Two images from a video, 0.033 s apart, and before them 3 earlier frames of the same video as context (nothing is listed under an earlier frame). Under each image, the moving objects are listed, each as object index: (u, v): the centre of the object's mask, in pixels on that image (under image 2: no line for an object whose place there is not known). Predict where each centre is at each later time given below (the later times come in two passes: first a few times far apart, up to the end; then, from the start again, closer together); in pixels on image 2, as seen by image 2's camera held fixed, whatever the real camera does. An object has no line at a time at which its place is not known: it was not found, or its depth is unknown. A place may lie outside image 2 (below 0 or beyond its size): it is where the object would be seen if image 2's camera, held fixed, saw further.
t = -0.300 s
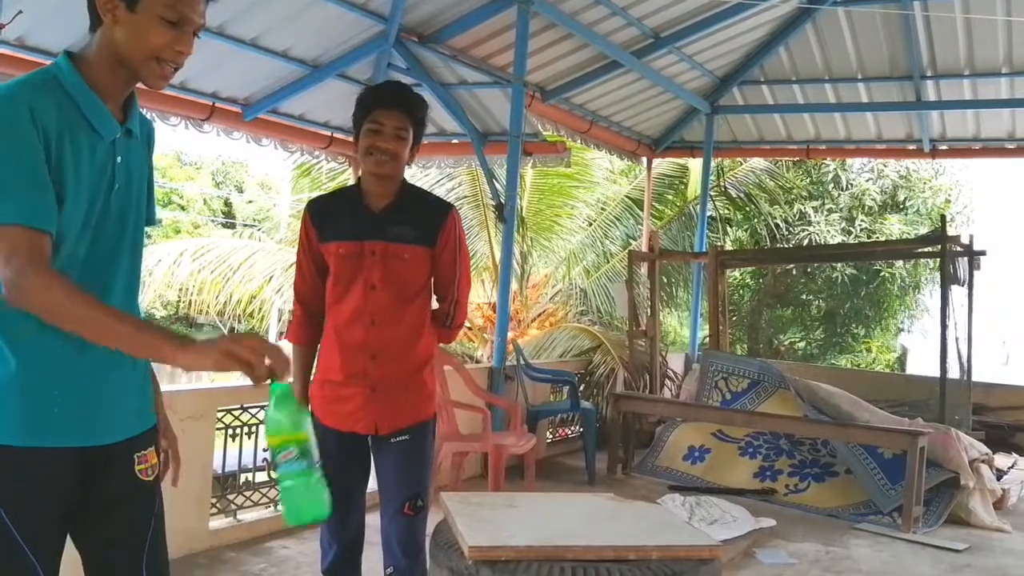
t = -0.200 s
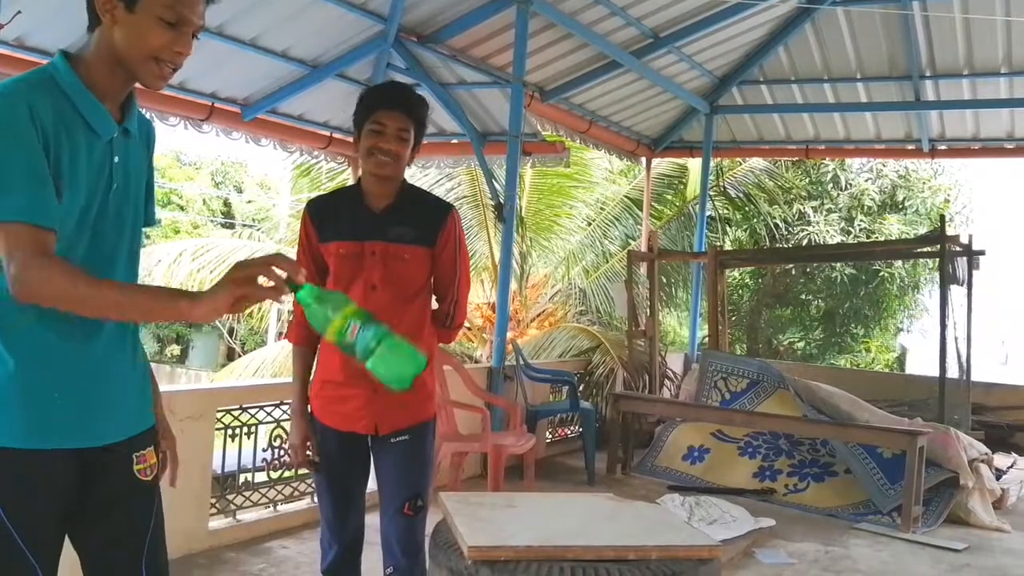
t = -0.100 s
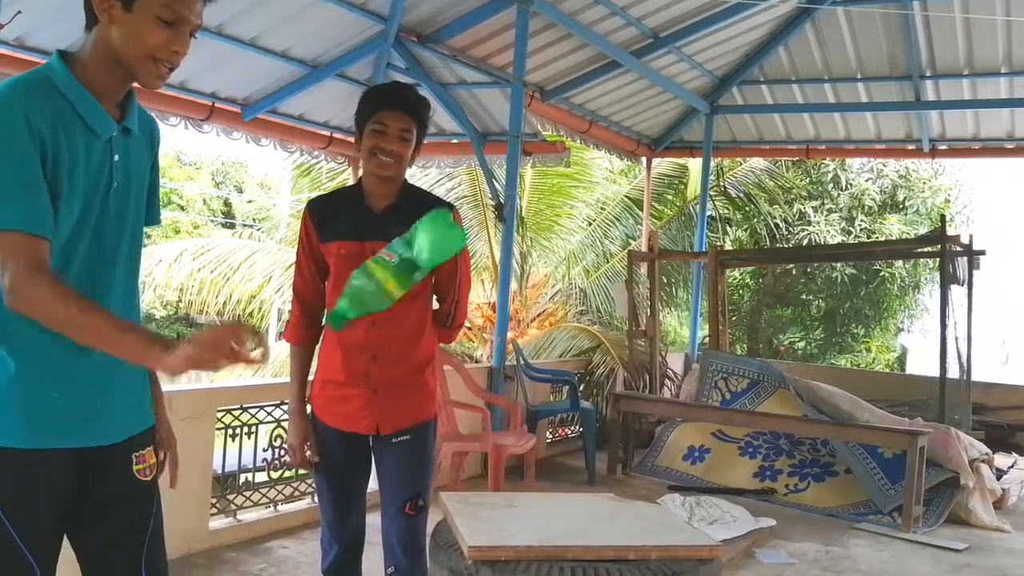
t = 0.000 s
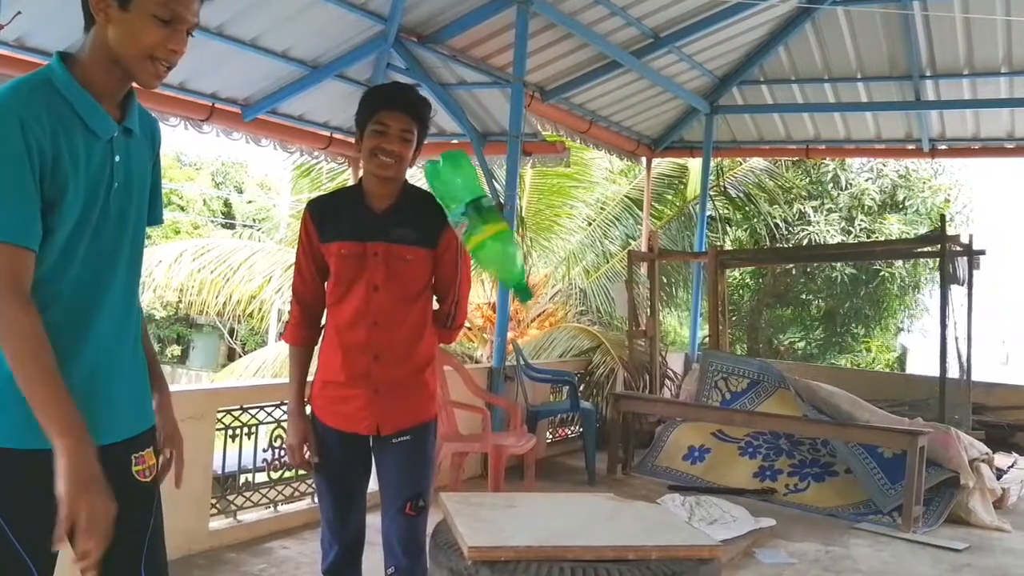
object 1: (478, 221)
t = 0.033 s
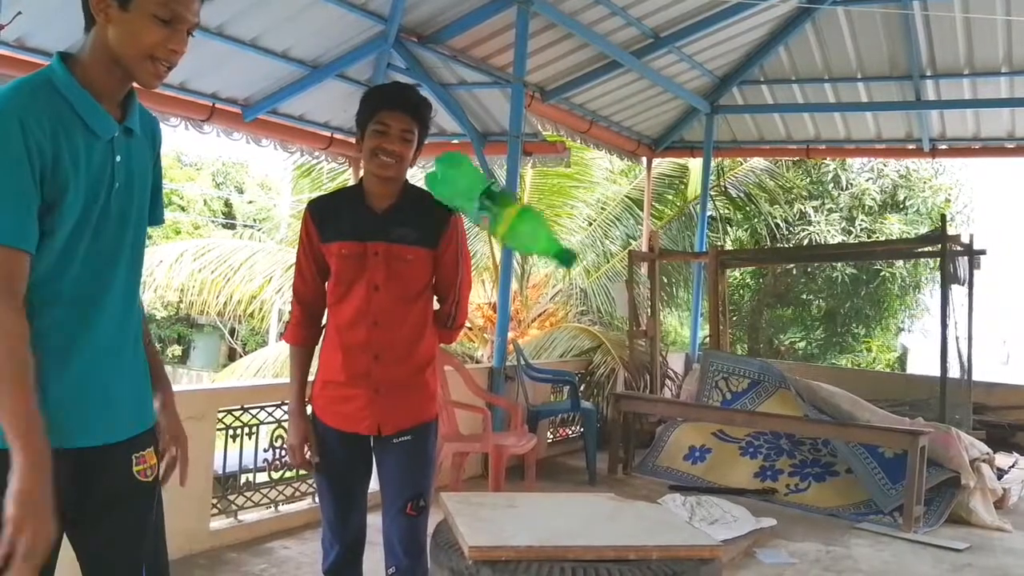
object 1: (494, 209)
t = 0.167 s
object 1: (525, 264)
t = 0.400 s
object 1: (592, 490)
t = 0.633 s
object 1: (603, 499)
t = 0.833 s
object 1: (603, 499)
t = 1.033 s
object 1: (604, 498)
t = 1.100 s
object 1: (604, 498)
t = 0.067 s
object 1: (506, 205)
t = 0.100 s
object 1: (513, 212)
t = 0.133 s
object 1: (518, 232)
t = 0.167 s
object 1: (525, 264)
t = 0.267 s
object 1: (544, 419)
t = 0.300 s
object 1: (555, 444)
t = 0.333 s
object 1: (573, 452)
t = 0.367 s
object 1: (586, 467)
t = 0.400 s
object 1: (592, 490)
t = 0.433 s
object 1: (595, 495)
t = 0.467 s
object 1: (600, 495)
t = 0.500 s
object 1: (604, 500)
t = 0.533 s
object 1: (604, 500)
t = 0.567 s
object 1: (603, 500)
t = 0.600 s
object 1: (603, 499)
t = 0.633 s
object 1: (603, 499)
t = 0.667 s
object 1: (603, 499)
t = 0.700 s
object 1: (604, 499)
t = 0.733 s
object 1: (604, 499)
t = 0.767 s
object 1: (603, 499)
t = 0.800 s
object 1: (603, 499)
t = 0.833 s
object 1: (603, 499)
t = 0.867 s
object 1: (603, 499)
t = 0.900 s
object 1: (603, 498)
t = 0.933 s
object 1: (603, 498)
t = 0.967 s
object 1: (604, 498)
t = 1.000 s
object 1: (604, 498)
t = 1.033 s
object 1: (604, 498)
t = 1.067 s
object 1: (604, 498)
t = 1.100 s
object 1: (604, 498)
